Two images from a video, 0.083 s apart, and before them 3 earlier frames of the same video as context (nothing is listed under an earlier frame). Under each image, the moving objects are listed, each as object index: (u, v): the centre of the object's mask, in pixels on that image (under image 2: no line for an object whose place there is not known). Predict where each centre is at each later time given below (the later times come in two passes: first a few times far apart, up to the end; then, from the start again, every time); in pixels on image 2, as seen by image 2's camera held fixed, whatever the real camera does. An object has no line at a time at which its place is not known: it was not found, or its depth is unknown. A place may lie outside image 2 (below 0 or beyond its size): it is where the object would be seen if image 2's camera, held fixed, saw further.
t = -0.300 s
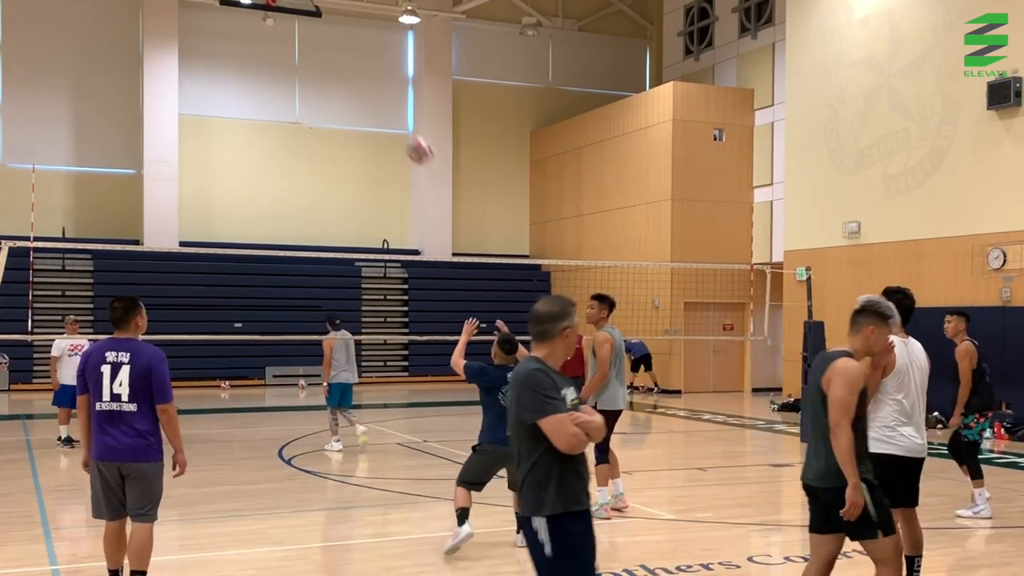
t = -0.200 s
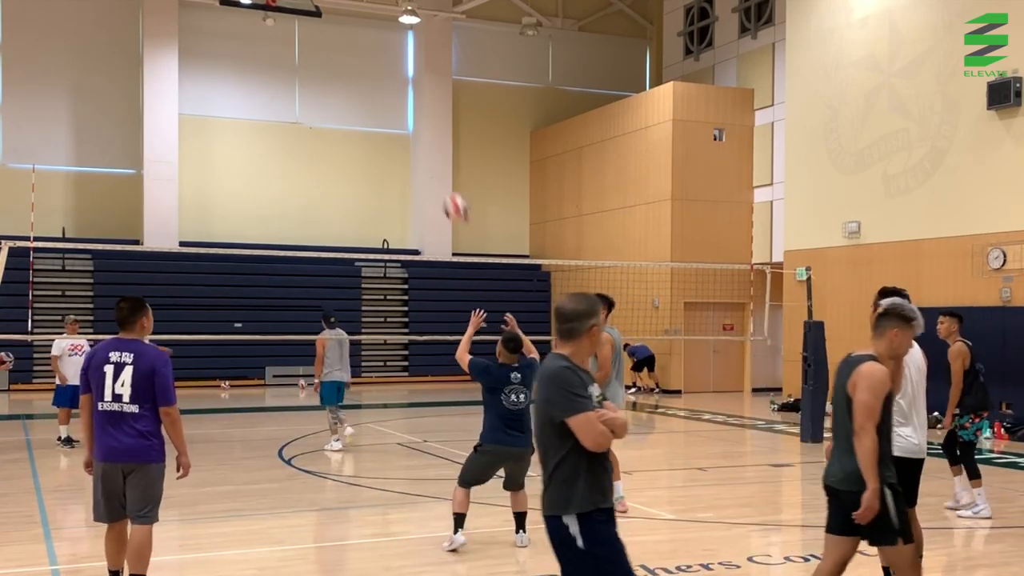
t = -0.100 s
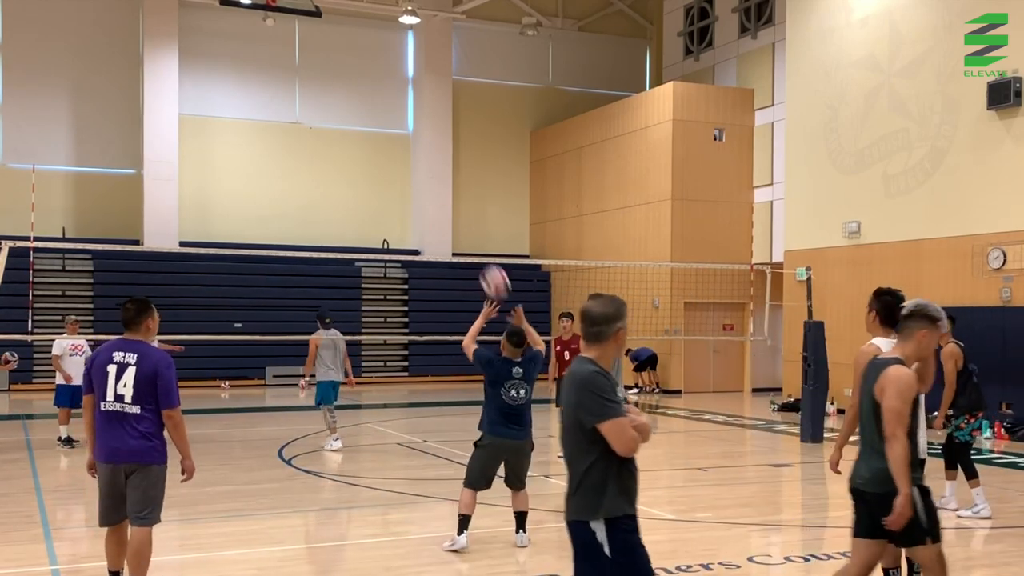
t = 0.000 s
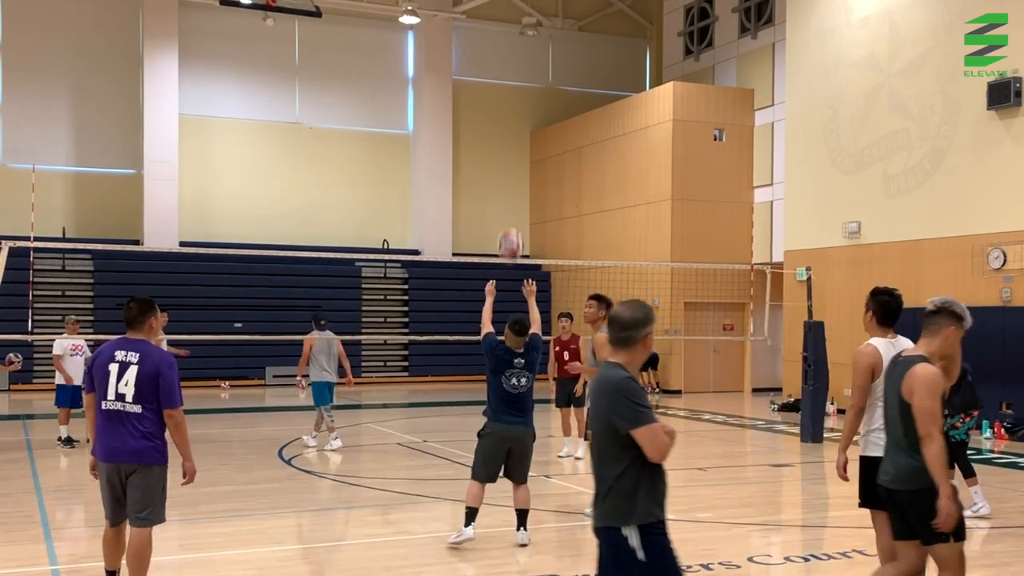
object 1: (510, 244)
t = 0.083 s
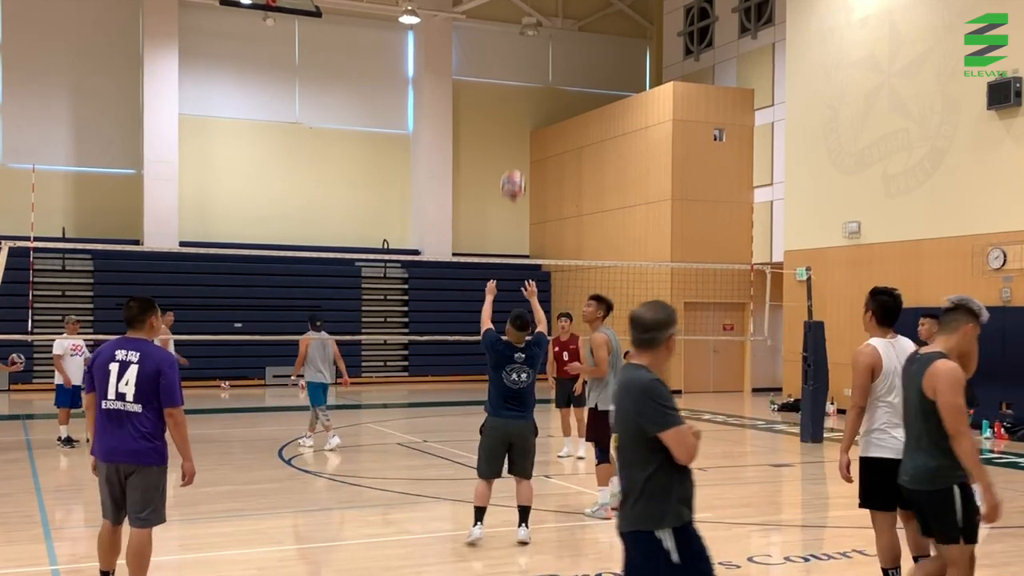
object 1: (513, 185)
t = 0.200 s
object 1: (516, 123)
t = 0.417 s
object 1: (524, 61)
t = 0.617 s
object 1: (528, 53)
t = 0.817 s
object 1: (532, 85)
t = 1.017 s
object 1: (534, 148)
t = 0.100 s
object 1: (513, 175)
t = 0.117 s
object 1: (514, 165)
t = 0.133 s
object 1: (514, 156)
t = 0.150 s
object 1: (514, 147)
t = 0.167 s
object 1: (515, 138)
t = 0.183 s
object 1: (516, 130)
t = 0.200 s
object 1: (516, 123)
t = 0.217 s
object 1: (517, 116)
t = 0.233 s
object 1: (517, 109)
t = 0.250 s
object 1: (518, 103)
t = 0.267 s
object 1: (519, 97)
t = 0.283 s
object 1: (519, 91)
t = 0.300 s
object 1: (520, 87)
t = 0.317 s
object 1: (520, 82)
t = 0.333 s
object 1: (521, 77)
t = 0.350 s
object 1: (521, 73)
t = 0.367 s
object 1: (522, 69)
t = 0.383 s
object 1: (523, 66)
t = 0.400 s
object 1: (523, 63)
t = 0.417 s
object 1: (524, 61)
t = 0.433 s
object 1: (524, 58)
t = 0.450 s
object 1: (525, 56)
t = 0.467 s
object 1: (525, 54)
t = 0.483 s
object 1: (526, 53)
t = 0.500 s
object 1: (526, 52)
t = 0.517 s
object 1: (526, 51)
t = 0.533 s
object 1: (526, 51)
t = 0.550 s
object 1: (527, 51)
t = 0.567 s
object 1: (528, 51)
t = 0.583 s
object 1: (528, 51)
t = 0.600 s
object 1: (528, 52)
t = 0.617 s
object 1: (528, 53)
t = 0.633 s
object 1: (529, 54)
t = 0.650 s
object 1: (529, 55)
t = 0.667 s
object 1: (529, 57)
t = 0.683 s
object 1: (530, 60)
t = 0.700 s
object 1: (530, 62)
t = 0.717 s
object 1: (530, 64)
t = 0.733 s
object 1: (530, 67)
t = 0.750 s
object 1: (530, 70)
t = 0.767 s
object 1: (531, 74)
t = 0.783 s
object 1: (531, 77)
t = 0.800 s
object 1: (531, 81)
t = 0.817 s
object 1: (532, 85)
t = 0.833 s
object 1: (532, 90)
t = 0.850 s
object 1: (532, 94)
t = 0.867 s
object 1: (533, 98)
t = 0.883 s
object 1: (533, 103)
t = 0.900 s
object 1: (533, 108)
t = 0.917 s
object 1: (533, 114)
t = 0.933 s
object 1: (534, 119)
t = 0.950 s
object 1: (534, 124)
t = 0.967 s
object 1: (534, 130)
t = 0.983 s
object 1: (534, 136)
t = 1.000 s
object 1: (534, 142)
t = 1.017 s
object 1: (534, 148)
